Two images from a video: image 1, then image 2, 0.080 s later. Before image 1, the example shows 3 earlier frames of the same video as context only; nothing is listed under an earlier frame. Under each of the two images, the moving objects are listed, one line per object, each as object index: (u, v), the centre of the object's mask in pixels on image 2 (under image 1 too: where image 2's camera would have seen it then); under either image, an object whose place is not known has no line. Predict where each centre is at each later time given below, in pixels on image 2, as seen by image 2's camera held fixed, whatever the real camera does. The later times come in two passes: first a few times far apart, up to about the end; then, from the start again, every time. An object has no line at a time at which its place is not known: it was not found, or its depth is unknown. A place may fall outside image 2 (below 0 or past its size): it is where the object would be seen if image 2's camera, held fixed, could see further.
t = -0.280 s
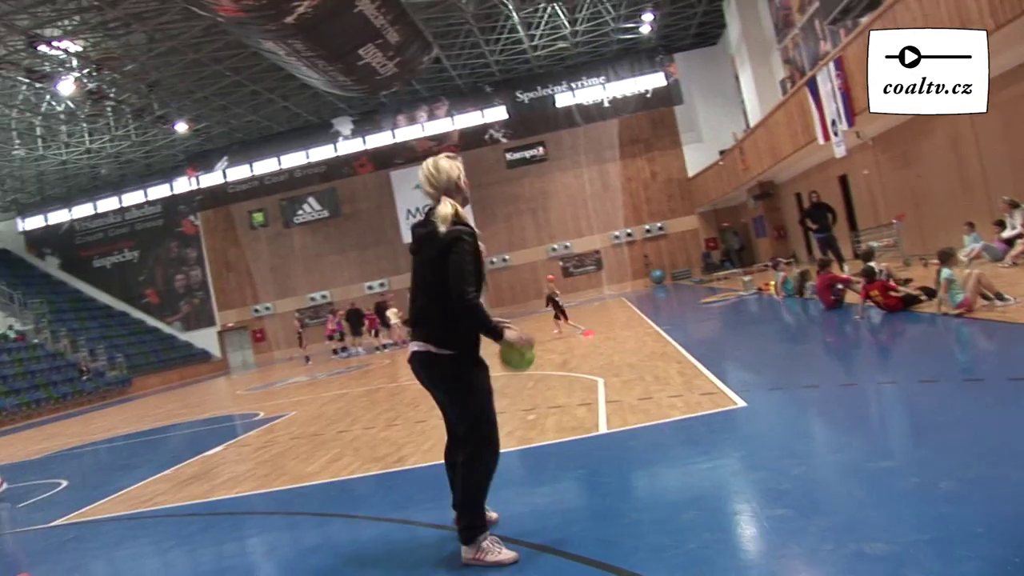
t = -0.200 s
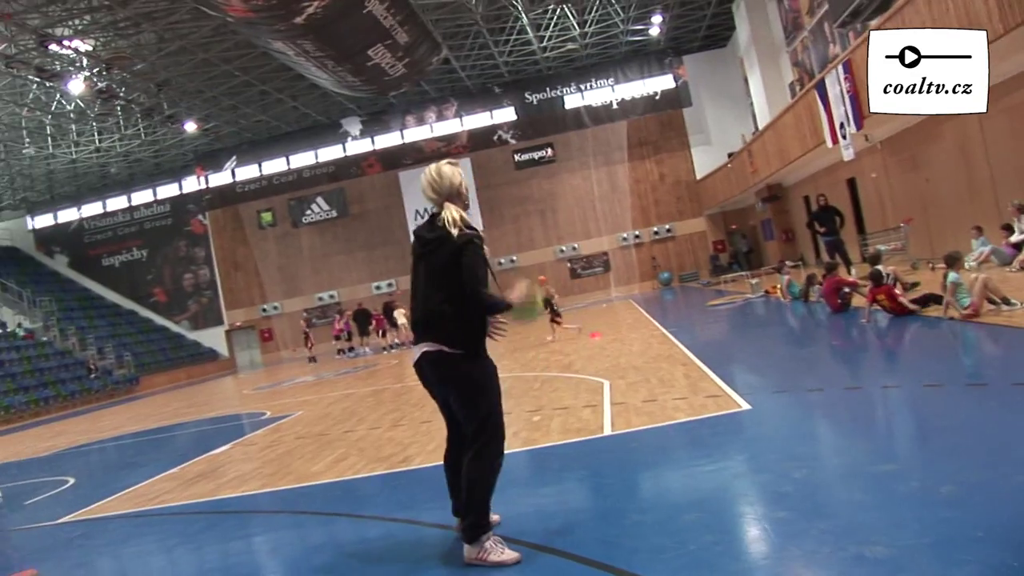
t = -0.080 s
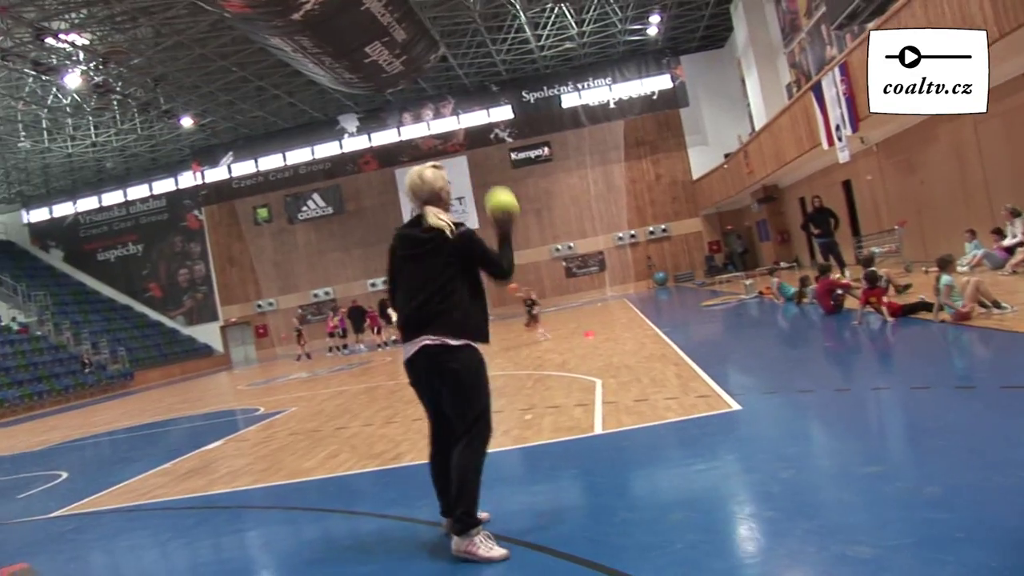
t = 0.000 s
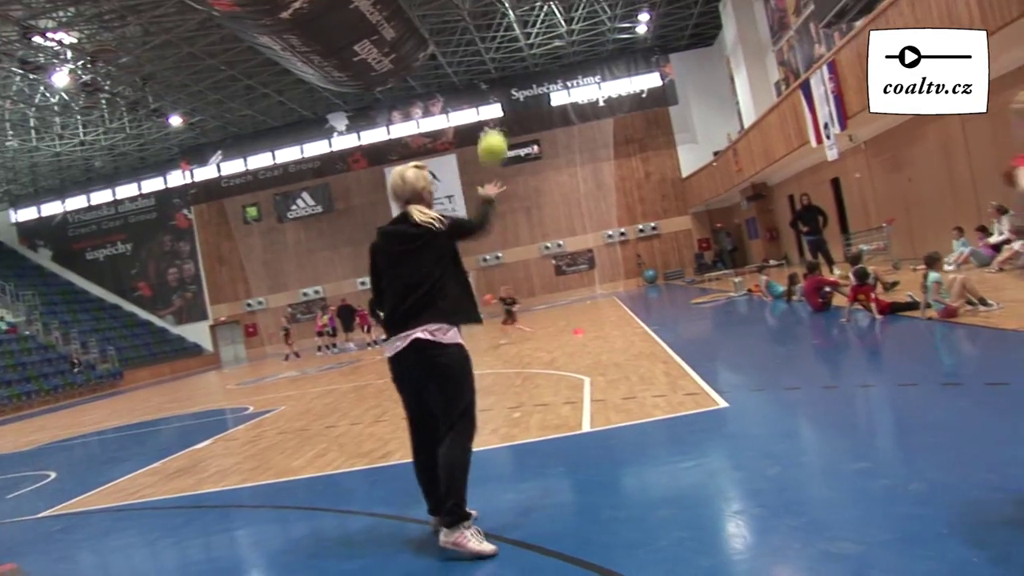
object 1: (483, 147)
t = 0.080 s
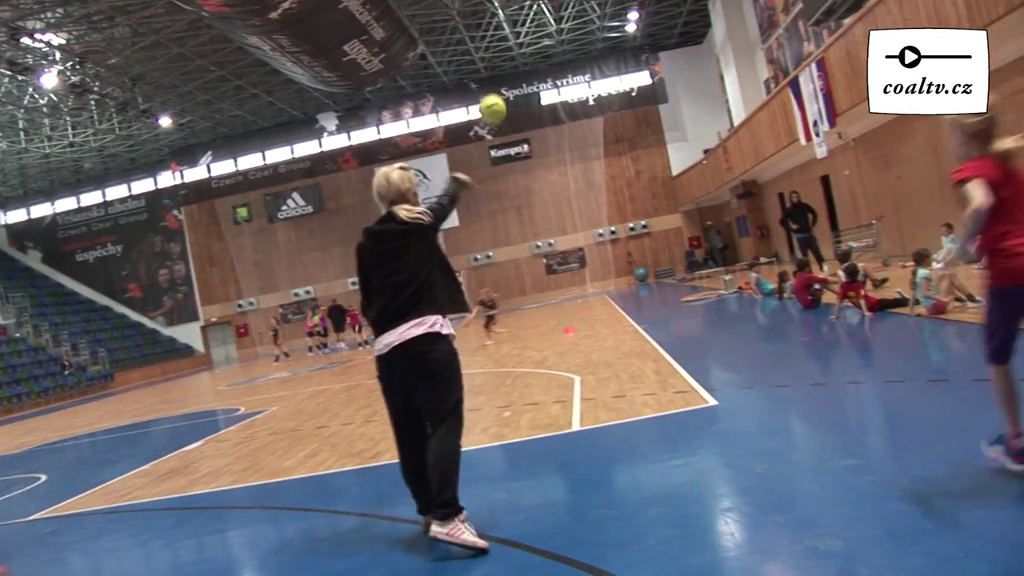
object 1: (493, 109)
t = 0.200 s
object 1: (505, 79)
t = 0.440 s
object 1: (530, 90)
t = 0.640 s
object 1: (551, 143)
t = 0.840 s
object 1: (572, 219)
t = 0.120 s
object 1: (497, 96)
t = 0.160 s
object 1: (501, 87)
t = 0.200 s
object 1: (505, 79)
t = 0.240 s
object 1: (510, 76)
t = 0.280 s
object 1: (514, 75)
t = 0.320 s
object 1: (518, 76)
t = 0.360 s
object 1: (522, 79)
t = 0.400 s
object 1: (527, 84)
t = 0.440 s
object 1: (530, 90)
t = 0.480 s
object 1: (534, 98)
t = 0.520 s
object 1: (538, 108)
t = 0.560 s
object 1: (543, 118)
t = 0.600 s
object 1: (547, 130)
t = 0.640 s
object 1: (551, 143)
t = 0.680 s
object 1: (555, 156)
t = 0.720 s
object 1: (559, 169)
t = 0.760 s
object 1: (563, 186)
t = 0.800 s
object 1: (567, 202)
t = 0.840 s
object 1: (572, 219)
